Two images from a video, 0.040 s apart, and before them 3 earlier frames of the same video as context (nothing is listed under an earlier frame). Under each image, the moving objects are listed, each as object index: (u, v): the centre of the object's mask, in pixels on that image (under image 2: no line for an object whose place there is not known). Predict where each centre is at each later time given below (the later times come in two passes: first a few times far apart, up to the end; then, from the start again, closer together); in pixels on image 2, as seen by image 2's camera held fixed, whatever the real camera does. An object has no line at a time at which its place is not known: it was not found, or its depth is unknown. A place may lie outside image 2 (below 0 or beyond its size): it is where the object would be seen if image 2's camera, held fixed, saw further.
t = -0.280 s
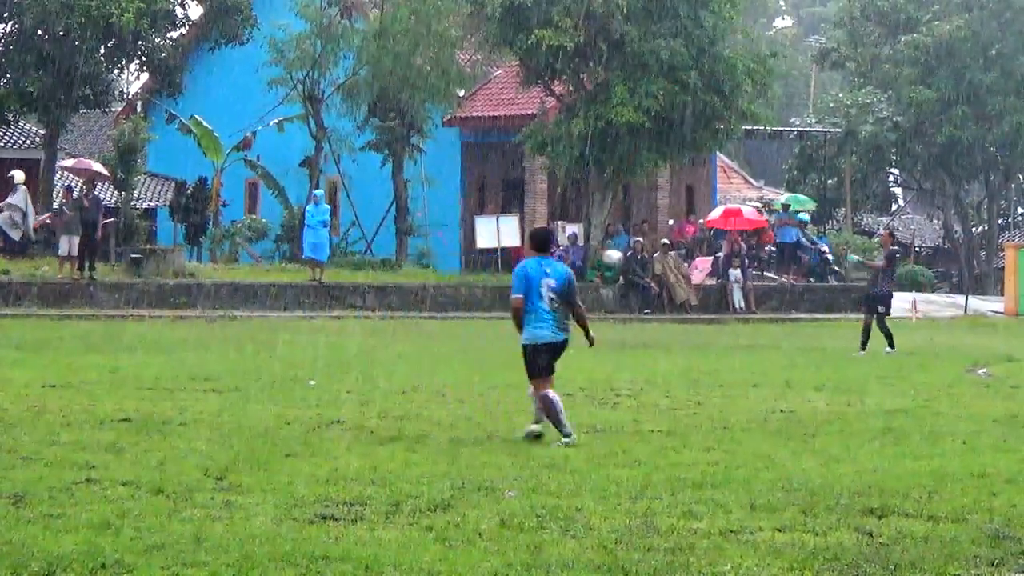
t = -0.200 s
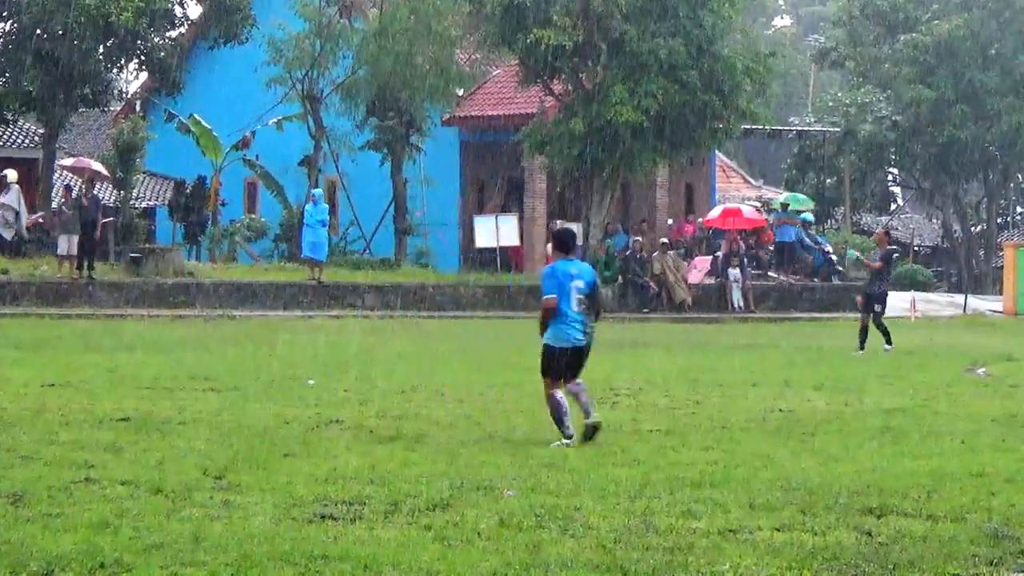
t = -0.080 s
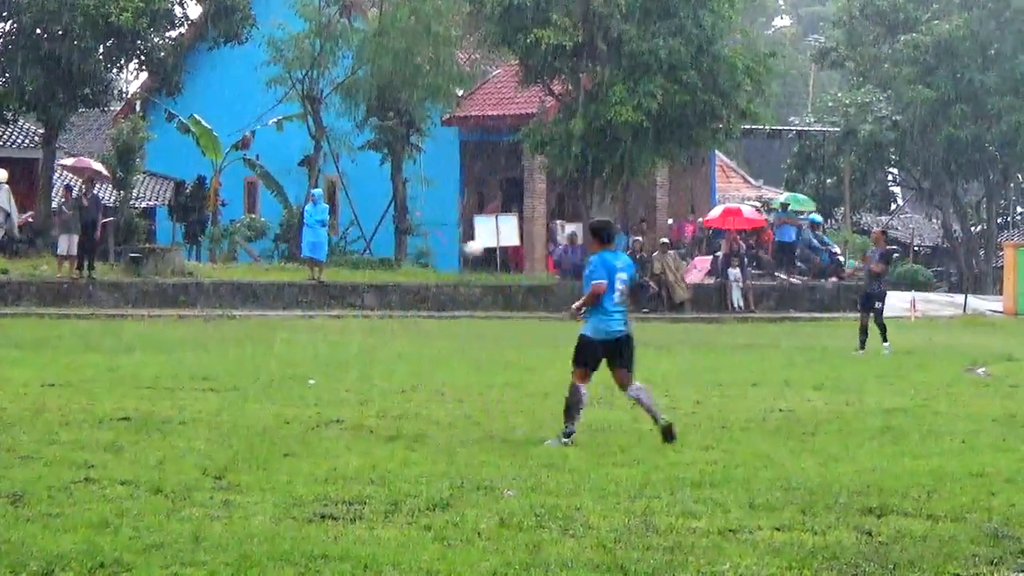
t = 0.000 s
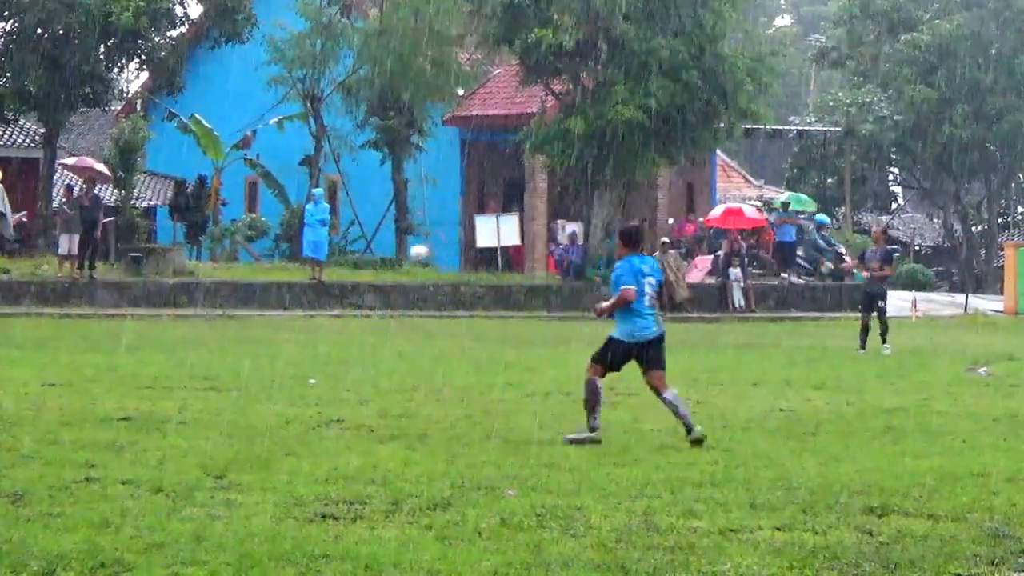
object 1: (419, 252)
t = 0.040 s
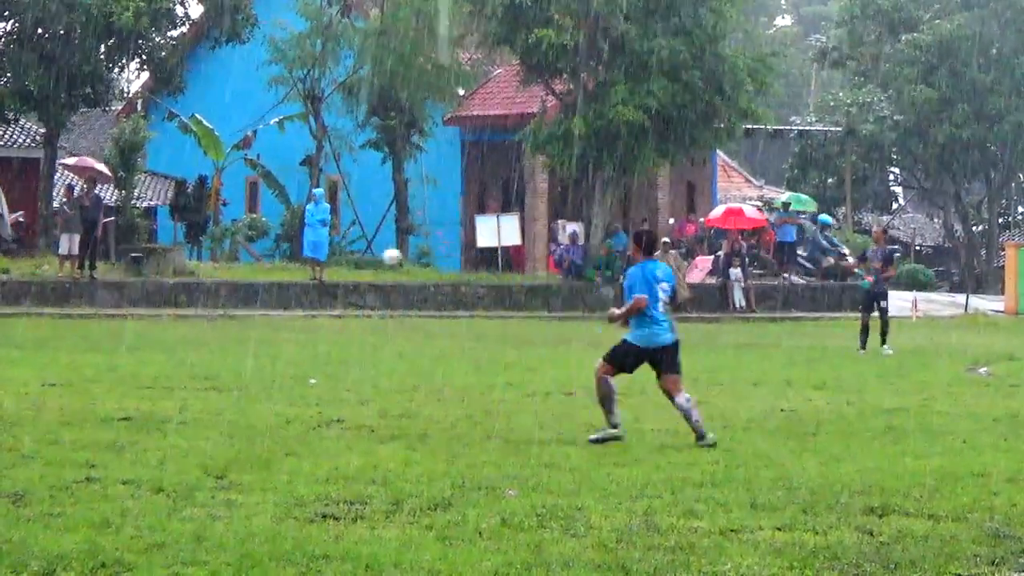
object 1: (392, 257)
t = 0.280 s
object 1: (224, 305)
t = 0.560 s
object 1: (58, 303)
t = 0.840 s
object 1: (-86, 289)
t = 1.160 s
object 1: (-257, 336)
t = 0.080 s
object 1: (364, 261)
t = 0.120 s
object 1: (336, 267)
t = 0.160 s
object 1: (308, 275)
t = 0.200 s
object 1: (280, 285)
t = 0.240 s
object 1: (252, 295)
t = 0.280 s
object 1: (224, 305)
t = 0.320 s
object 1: (197, 315)
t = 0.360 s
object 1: (167, 329)
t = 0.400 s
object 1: (141, 336)
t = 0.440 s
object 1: (120, 328)
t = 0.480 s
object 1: (99, 319)
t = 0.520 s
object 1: (78, 310)
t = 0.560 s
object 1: (58, 303)
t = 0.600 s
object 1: (36, 298)
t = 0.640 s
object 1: (15, 294)
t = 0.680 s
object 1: (-7, 291)
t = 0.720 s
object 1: (-26, 288)
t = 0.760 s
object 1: (-45, 287)
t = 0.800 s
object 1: (-65, 288)
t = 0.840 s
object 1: (-86, 289)
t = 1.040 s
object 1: (-195, 319)
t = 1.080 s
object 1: (-217, 330)
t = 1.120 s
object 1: (-239, 339)
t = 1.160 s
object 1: (-257, 336)
